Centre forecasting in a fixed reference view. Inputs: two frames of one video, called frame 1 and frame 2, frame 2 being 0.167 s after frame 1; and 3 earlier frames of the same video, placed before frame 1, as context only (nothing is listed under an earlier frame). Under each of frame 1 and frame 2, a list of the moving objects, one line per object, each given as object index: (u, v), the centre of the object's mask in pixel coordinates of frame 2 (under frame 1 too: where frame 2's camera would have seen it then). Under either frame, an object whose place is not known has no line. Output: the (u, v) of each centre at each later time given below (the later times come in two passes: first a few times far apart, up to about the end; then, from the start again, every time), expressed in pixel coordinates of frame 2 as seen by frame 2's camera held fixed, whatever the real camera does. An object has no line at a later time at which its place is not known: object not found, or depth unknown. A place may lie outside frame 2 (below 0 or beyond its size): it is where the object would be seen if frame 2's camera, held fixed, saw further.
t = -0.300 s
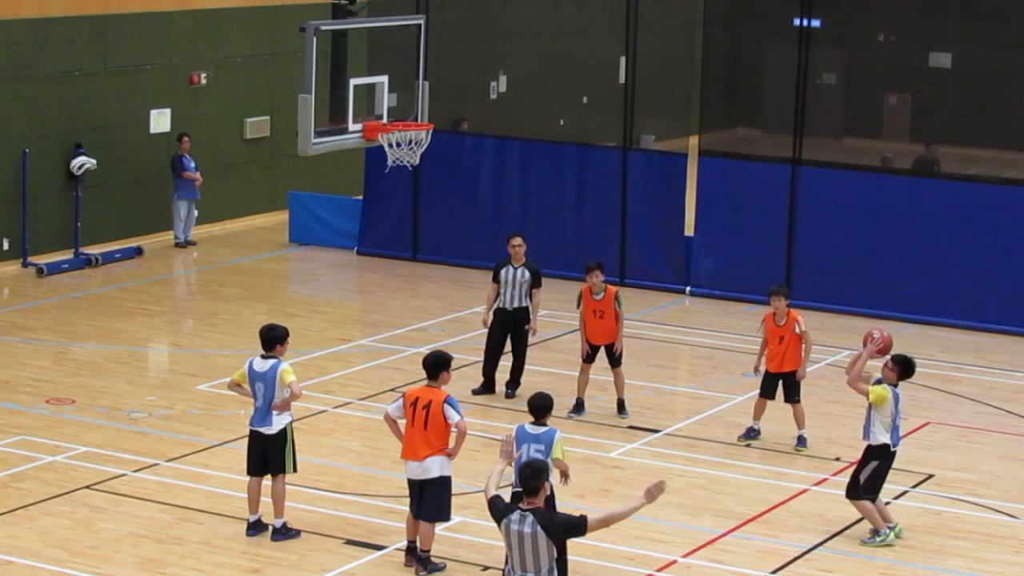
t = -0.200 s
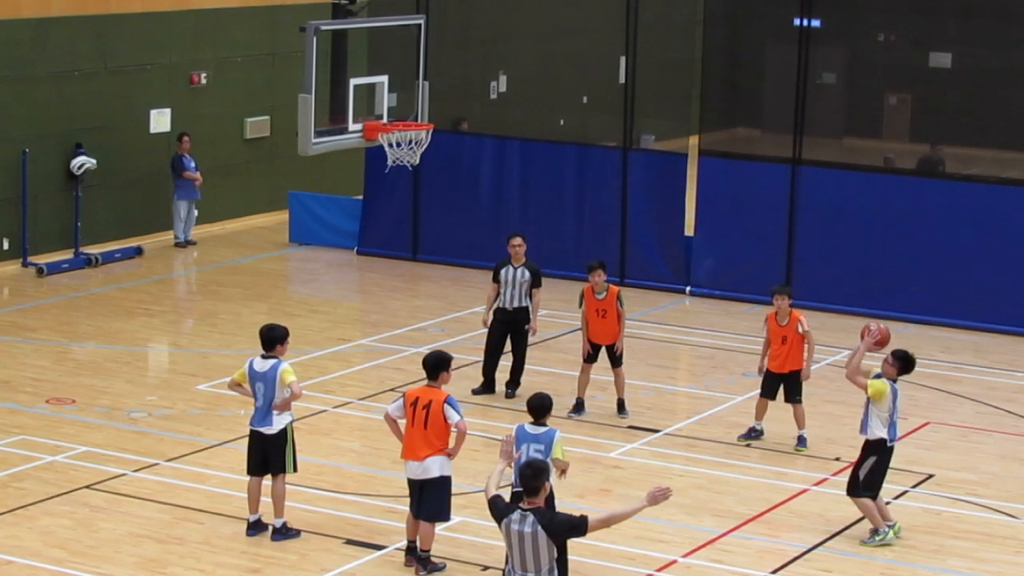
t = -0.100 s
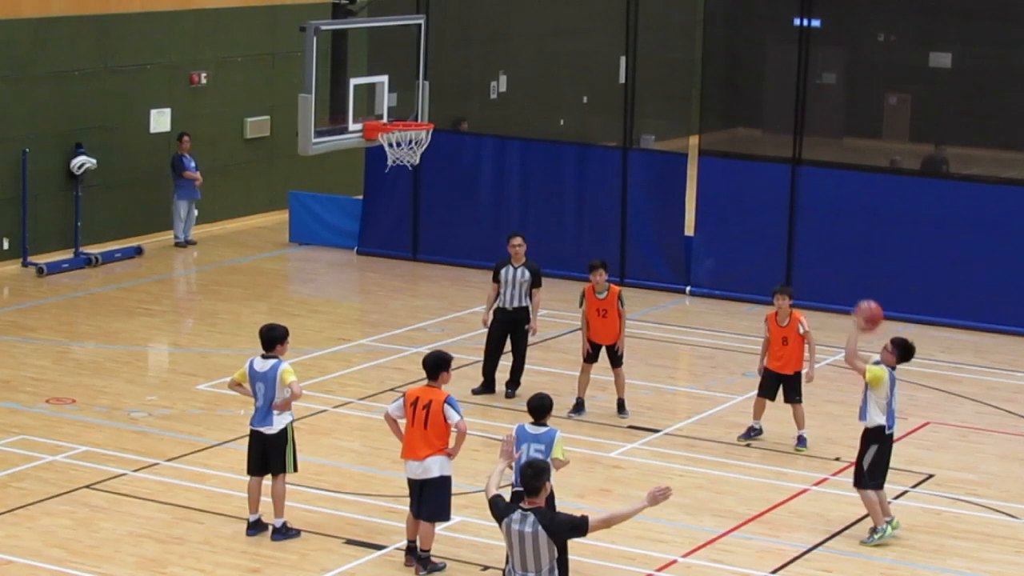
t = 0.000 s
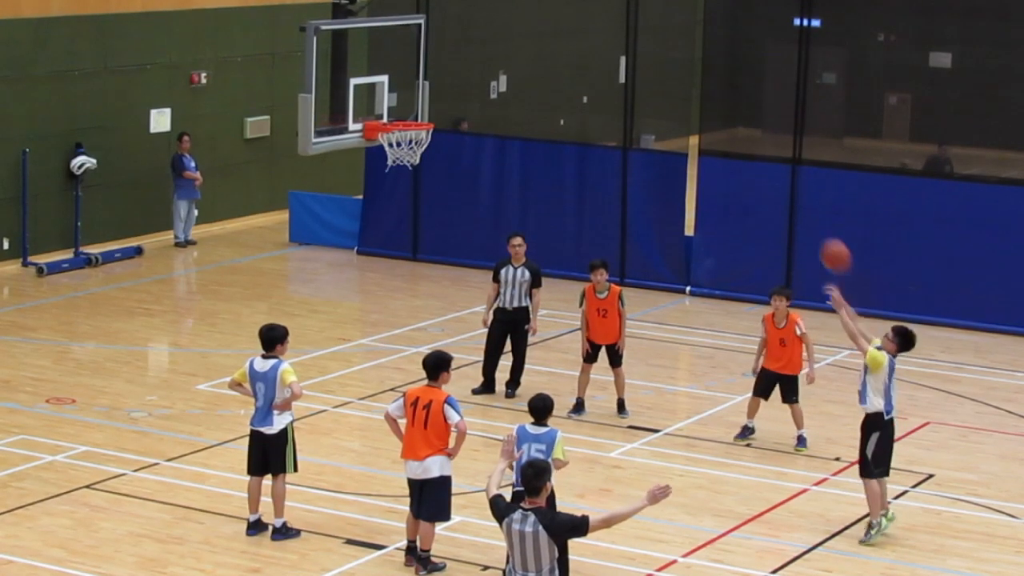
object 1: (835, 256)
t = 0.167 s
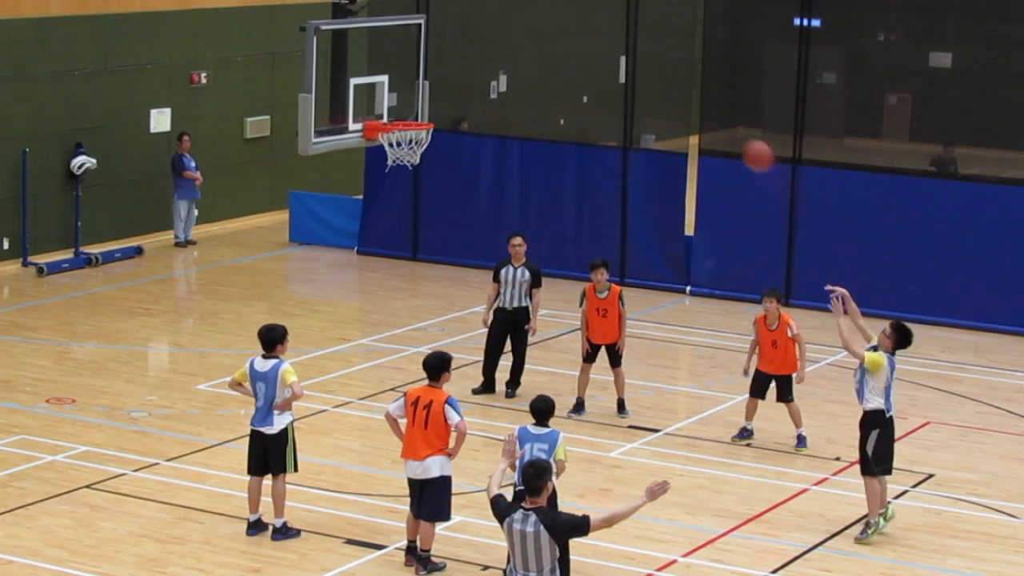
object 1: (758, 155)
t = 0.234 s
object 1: (728, 125)
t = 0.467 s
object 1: (621, 63)
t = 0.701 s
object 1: (519, 63)
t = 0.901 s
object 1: (434, 110)
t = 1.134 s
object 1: (388, 103)
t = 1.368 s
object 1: (411, 118)
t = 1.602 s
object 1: (390, 154)
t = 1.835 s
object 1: (380, 217)
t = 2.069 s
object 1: (368, 332)
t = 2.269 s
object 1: (362, 408)
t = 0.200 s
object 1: (744, 140)
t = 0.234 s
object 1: (728, 125)
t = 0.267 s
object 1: (713, 113)
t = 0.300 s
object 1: (697, 101)
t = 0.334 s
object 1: (681, 91)
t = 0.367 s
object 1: (666, 82)
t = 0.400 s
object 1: (651, 74)
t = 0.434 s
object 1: (636, 68)
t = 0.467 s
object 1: (621, 63)
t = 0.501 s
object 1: (606, 59)
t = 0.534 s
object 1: (591, 56)
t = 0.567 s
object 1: (576, 55)
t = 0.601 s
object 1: (562, 55)
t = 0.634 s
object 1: (548, 56)
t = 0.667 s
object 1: (533, 59)
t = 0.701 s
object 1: (519, 63)
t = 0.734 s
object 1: (504, 67)
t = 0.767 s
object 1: (489, 74)
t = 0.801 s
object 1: (475, 82)
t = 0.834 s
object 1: (461, 90)
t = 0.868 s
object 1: (447, 100)
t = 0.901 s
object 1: (434, 110)
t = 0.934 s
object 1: (426, 110)
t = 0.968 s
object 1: (418, 105)
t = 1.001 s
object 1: (410, 103)
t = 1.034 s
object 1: (404, 101)
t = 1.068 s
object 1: (397, 101)
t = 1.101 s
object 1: (389, 102)
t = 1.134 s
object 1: (388, 103)
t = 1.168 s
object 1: (395, 103)
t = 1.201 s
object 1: (401, 106)
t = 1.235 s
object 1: (405, 108)
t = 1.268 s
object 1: (412, 112)
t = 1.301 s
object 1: (419, 116)
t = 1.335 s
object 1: (416, 118)
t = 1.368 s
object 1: (411, 118)
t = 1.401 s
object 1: (408, 120)
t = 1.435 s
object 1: (404, 132)
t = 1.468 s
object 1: (401, 139)
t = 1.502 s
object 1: (398, 141)
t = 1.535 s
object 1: (395, 143)
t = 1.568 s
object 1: (393, 149)
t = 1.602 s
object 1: (390, 154)
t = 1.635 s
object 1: (389, 166)
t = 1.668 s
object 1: (388, 169)
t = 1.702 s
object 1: (386, 175)
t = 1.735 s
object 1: (385, 184)
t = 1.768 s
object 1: (383, 194)
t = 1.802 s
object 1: (382, 205)
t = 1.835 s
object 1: (380, 217)
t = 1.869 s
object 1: (378, 230)
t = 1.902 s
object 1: (377, 244)
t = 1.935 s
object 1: (375, 259)
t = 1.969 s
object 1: (374, 276)
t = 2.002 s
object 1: (371, 294)
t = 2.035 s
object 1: (370, 313)
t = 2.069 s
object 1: (368, 332)
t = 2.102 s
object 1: (367, 354)
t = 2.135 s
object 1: (365, 376)
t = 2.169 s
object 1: (363, 399)
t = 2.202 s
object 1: (361, 423)
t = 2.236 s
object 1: (361, 426)
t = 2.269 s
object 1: (362, 408)
